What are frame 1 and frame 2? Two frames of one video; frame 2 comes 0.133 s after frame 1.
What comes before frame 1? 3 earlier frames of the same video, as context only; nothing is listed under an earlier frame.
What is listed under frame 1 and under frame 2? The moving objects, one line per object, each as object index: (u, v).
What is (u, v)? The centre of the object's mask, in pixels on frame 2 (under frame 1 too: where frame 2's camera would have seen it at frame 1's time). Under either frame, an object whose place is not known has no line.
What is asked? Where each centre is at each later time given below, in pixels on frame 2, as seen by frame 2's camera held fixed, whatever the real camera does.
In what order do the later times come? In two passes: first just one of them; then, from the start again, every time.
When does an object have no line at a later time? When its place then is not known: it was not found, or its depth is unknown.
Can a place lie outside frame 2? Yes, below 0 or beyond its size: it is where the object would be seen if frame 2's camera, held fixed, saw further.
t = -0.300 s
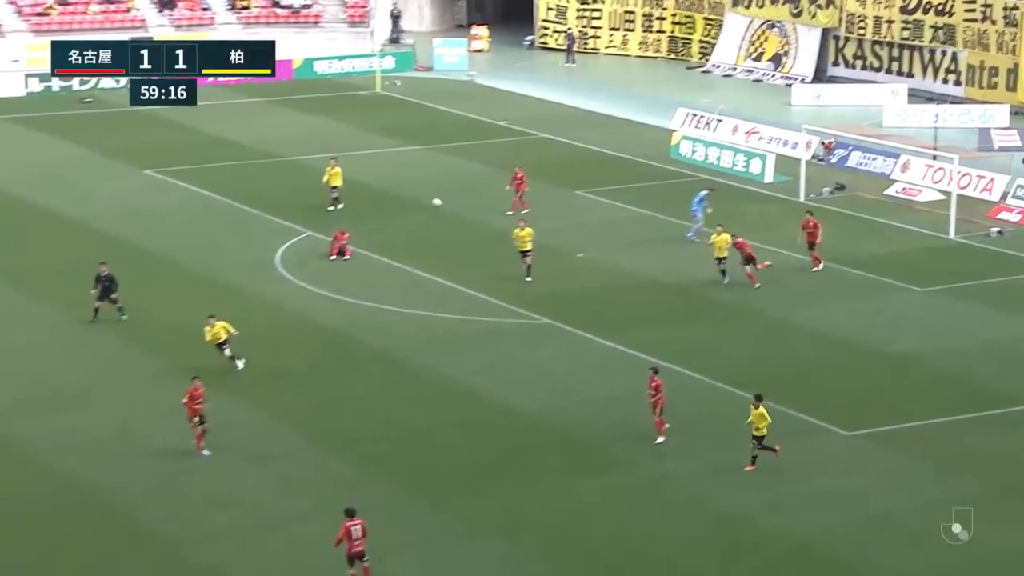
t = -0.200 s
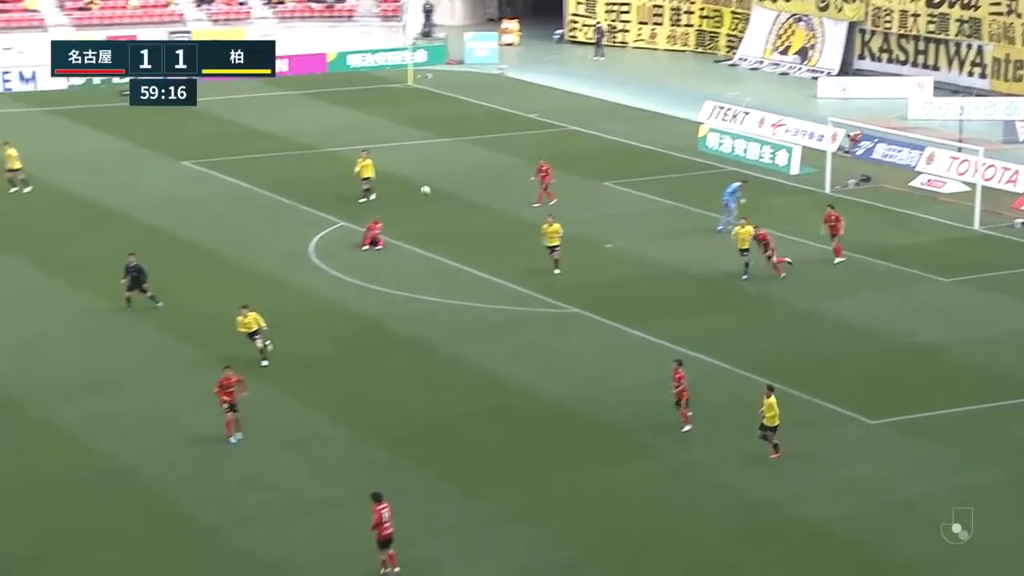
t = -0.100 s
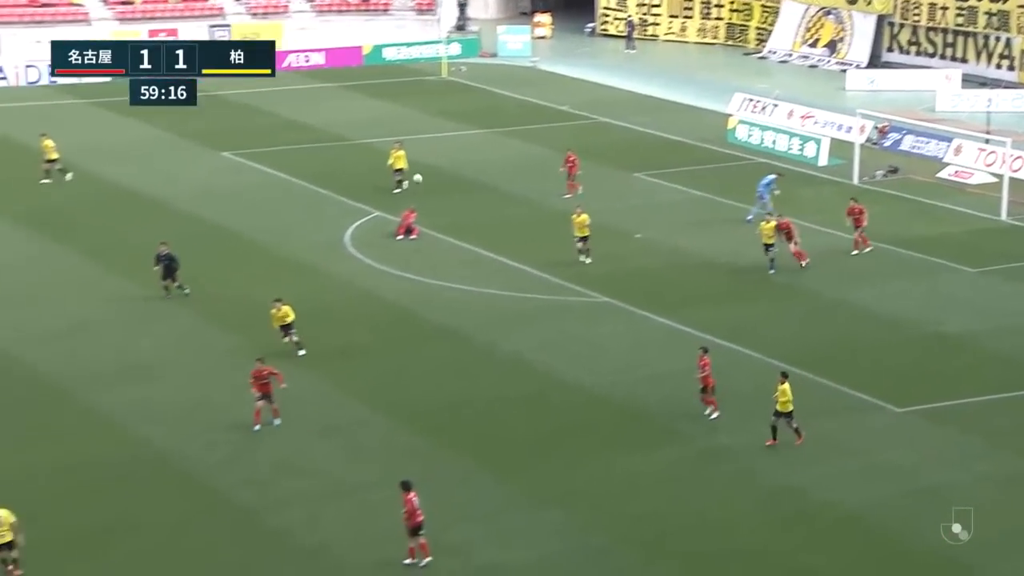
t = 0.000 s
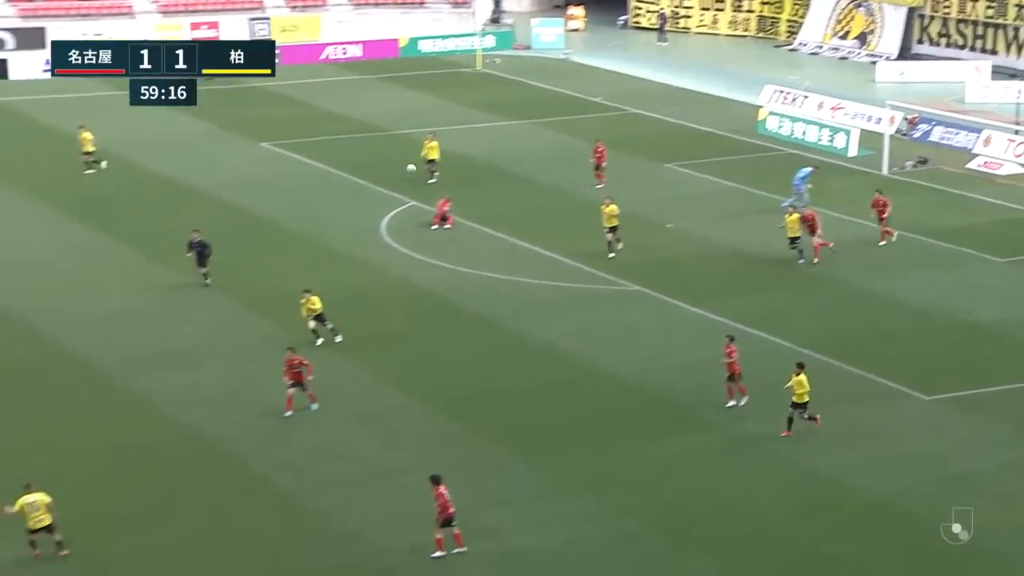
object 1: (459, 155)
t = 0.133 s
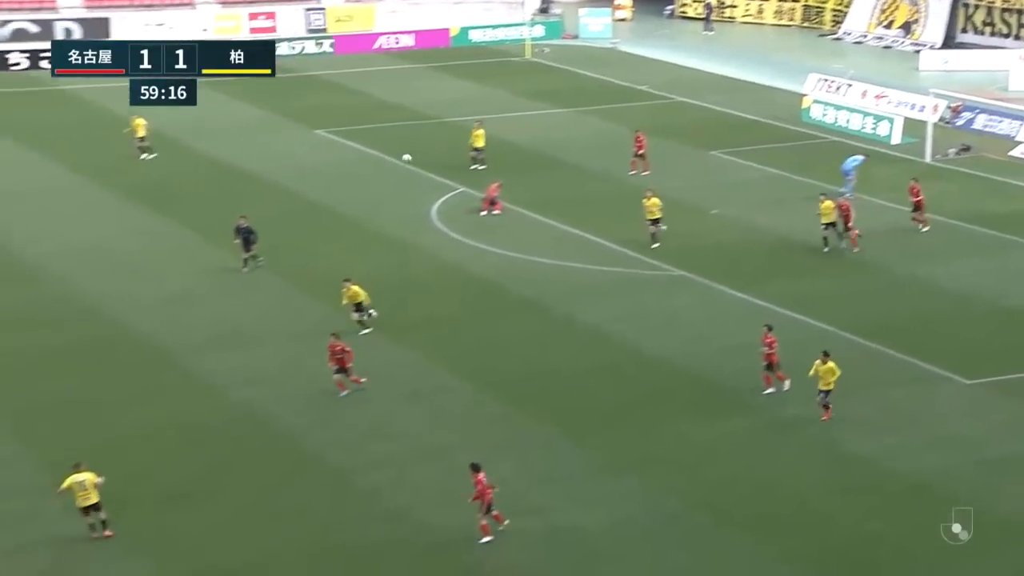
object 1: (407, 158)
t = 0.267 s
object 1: (353, 165)
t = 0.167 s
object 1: (393, 159)
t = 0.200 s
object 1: (380, 161)
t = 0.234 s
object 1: (366, 163)
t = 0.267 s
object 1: (353, 165)
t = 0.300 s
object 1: (339, 167)
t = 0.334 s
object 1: (325, 170)
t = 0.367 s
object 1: (311, 174)
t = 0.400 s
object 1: (297, 177)
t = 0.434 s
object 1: (283, 181)
